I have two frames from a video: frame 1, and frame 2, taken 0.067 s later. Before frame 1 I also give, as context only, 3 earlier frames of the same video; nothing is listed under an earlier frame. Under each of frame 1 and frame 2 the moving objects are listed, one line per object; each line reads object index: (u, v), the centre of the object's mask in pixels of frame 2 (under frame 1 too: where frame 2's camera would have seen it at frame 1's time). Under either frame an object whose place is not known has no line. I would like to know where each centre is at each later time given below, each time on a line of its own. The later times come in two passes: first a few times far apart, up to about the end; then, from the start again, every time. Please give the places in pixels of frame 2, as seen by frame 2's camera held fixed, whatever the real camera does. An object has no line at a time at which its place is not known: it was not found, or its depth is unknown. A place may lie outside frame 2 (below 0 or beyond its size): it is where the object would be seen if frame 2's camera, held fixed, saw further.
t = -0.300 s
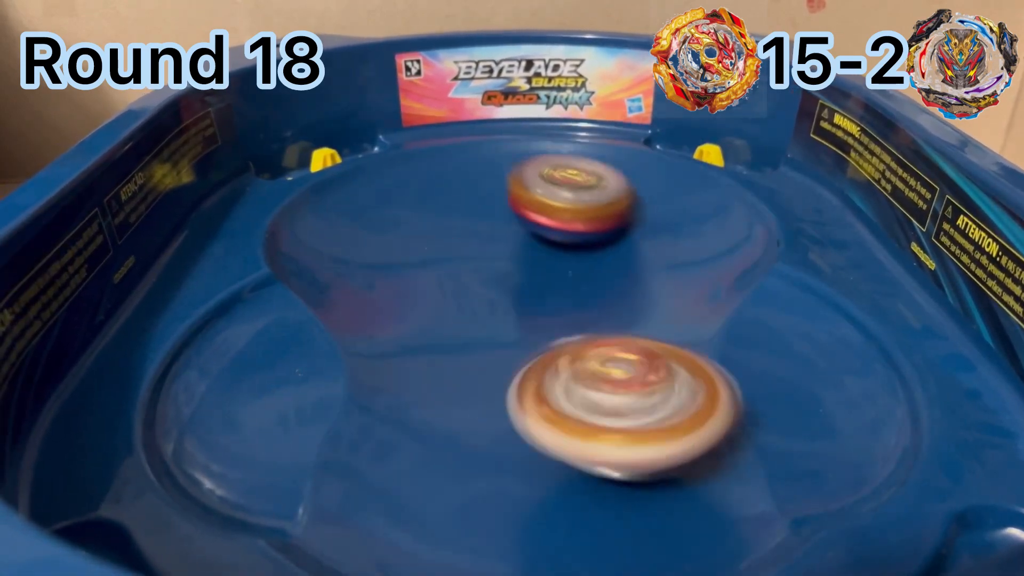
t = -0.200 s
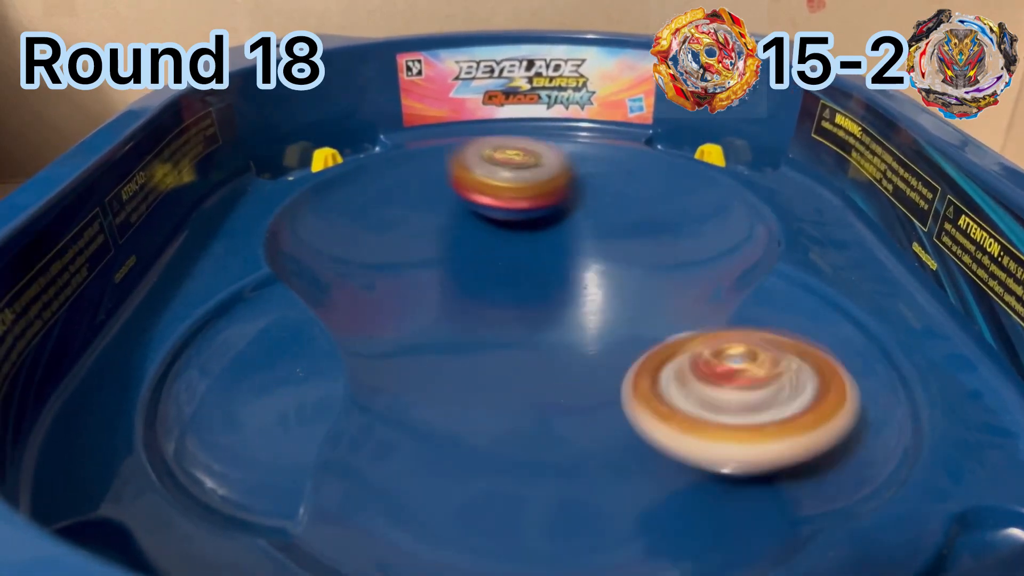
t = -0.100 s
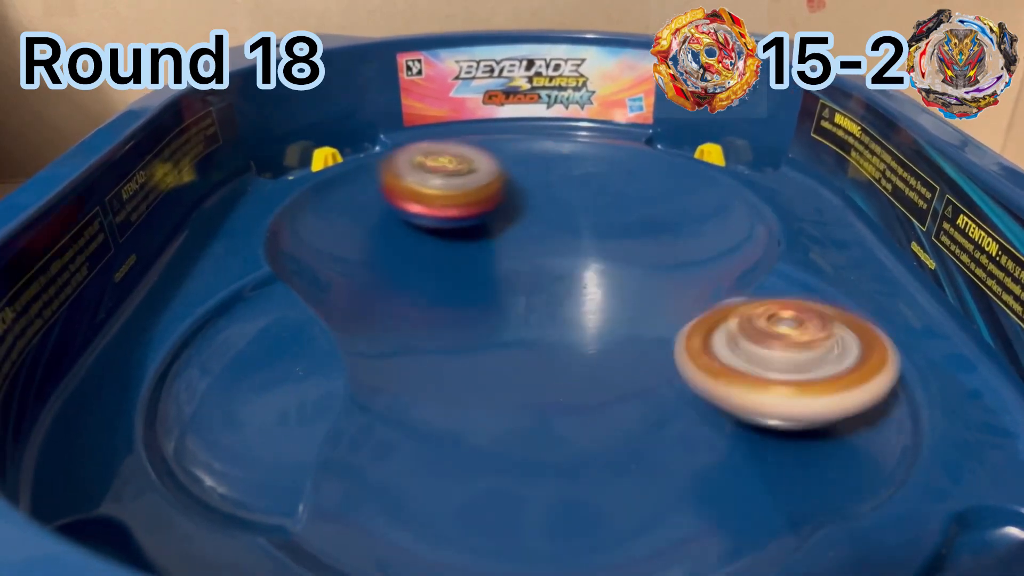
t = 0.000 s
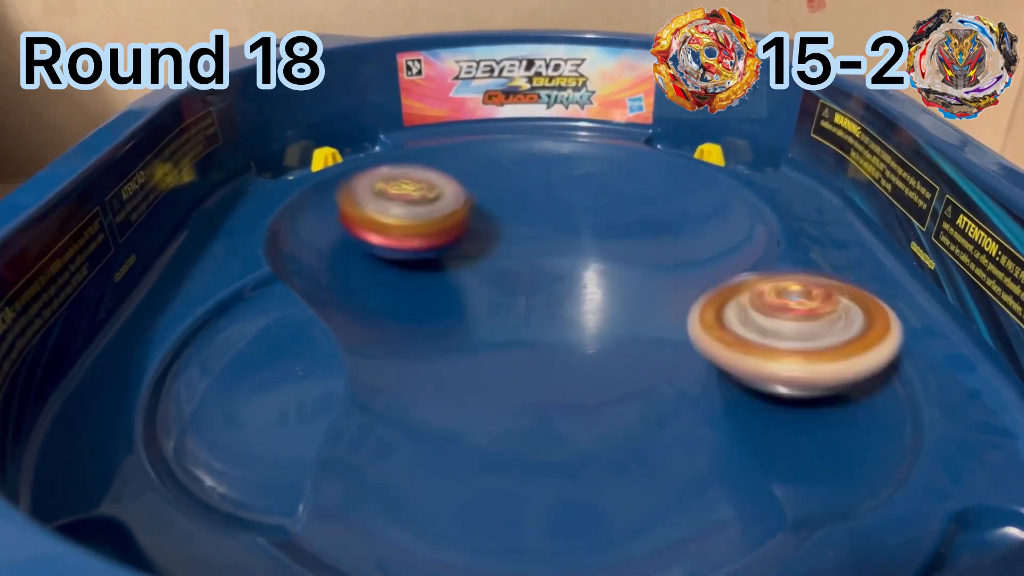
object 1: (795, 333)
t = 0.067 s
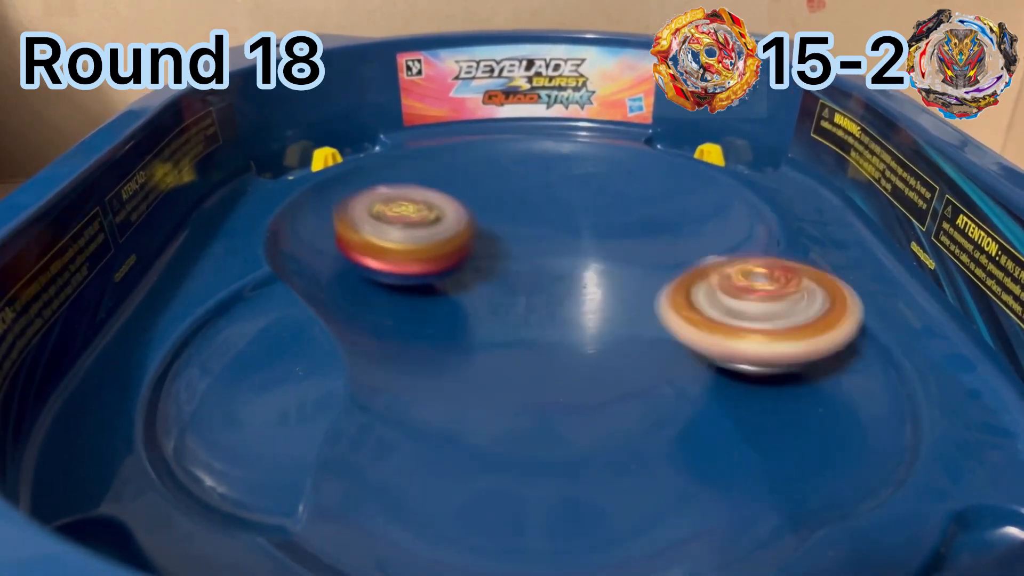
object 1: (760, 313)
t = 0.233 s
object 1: (633, 302)
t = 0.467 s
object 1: (656, 282)
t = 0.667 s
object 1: (546, 283)
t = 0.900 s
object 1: (428, 365)
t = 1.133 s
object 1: (532, 506)
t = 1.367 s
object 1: (656, 340)
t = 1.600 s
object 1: (603, 254)
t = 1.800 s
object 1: (556, 234)
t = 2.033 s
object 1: (584, 250)
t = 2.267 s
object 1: (579, 217)
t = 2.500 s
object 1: (491, 198)
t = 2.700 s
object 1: (532, 244)
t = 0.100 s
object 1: (736, 308)
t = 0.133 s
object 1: (711, 308)
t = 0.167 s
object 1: (687, 311)
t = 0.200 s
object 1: (657, 310)
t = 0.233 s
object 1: (633, 302)
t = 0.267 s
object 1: (633, 302)
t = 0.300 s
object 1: (651, 307)
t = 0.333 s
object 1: (665, 304)
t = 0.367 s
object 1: (669, 300)
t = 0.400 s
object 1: (666, 295)
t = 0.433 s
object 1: (663, 288)
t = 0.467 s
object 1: (656, 282)
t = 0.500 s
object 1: (635, 272)
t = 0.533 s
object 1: (617, 271)
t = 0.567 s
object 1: (599, 267)
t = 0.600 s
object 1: (580, 272)
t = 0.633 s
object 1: (561, 277)
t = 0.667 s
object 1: (546, 283)
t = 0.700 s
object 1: (530, 291)
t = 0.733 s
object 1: (511, 300)
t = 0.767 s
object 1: (491, 311)
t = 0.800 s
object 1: (474, 321)
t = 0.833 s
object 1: (458, 333)
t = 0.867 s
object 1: (445, 347)
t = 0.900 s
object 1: (428, 365)
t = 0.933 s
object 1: (409, 385)
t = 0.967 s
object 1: (389, 408)
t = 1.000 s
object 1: (379, 433)
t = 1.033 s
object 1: (378, 459)
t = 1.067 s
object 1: (408, 486)
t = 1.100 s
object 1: (455, 502)
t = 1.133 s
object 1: (532, 506)
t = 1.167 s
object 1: (601, 503)
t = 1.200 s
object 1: (656, 482)
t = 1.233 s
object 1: (690, 453)
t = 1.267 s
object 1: (697, 420)
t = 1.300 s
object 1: (694, 389)
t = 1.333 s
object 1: (675, 362)
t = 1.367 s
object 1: (656, 340)
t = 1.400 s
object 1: (640, 318)
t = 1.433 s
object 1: (623, 297)
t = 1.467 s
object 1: (614, 282)
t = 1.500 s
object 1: (603, 268)
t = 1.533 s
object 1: (607, 265)
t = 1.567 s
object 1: (608, 260)
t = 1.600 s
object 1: (603, 254)
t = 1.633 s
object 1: (594, 245)
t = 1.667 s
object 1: (583, 238)
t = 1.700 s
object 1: (569, 232)
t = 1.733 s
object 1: (564, 231)
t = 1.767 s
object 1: (560, 232)
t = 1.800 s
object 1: (556, 234)
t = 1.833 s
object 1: (551, 235)
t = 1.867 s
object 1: (547, 238)
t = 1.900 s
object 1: (544, 240)
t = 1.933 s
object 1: (541, 242)
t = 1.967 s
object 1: (552, 246)
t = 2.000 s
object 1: (570, 249)
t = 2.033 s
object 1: (584, 250)
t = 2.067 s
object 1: (596, 248)
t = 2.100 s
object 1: (605, 245)
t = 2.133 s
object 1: (608, 239)
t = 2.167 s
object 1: (607, 233)
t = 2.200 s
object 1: (602, 228)
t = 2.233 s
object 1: (591, 222)
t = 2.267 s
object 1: (579, 217)
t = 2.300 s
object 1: (571, 211)
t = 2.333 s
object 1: (571, 201)
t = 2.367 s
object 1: (564, 193)
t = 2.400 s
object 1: (550, 189)
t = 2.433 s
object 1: (529, 189)
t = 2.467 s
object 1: (509, 192)
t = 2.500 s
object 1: (491, 198)
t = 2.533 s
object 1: (477, 208)
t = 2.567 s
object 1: (472, 217)
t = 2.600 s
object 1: (477, 226)
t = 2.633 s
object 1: (490, 234)
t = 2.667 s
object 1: (511, 239)
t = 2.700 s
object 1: (532, 244)
